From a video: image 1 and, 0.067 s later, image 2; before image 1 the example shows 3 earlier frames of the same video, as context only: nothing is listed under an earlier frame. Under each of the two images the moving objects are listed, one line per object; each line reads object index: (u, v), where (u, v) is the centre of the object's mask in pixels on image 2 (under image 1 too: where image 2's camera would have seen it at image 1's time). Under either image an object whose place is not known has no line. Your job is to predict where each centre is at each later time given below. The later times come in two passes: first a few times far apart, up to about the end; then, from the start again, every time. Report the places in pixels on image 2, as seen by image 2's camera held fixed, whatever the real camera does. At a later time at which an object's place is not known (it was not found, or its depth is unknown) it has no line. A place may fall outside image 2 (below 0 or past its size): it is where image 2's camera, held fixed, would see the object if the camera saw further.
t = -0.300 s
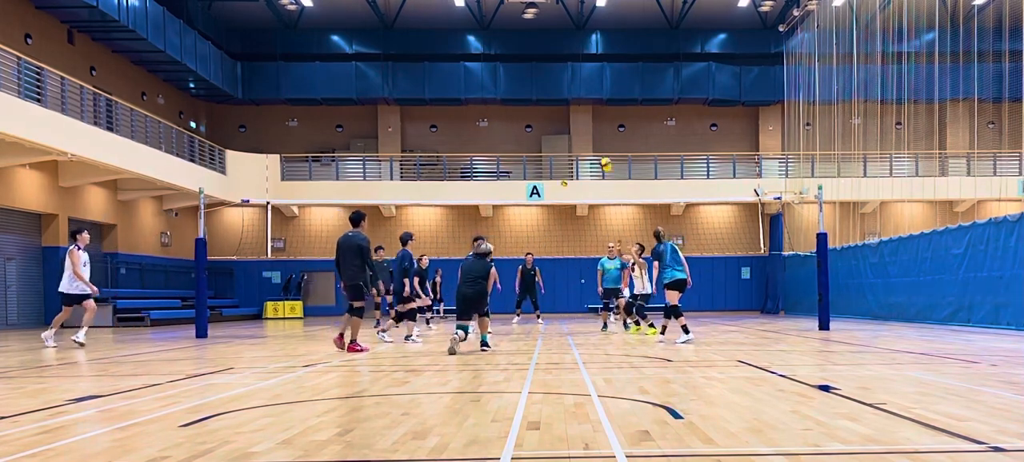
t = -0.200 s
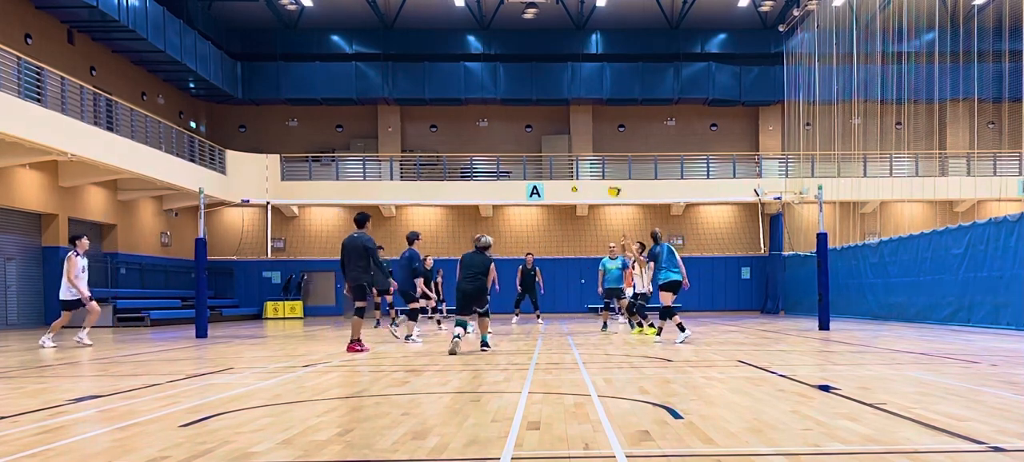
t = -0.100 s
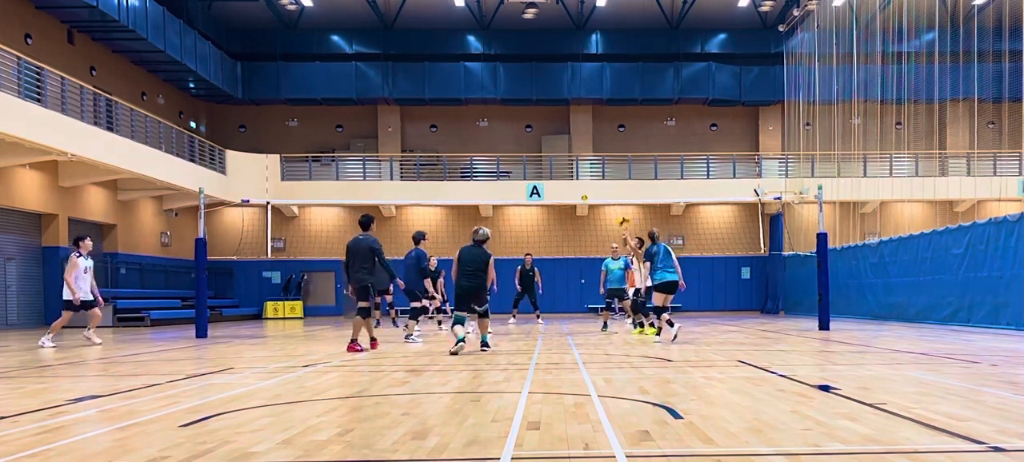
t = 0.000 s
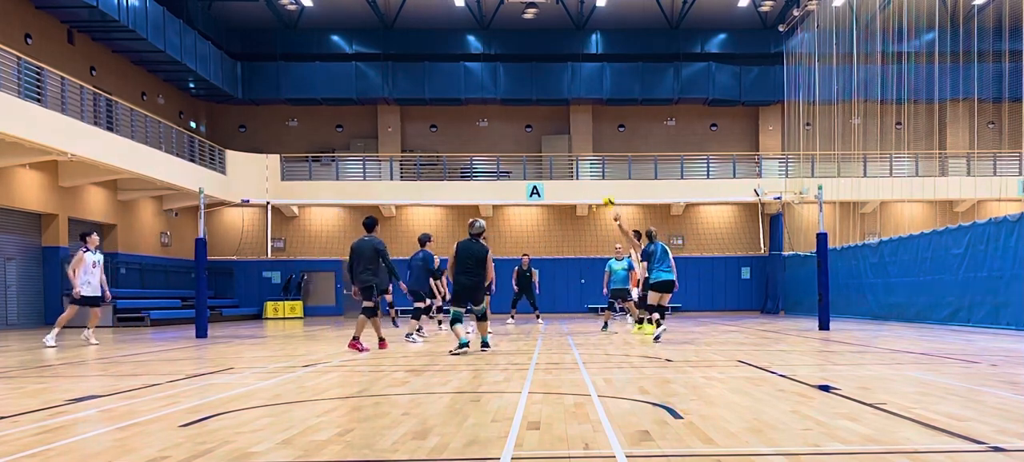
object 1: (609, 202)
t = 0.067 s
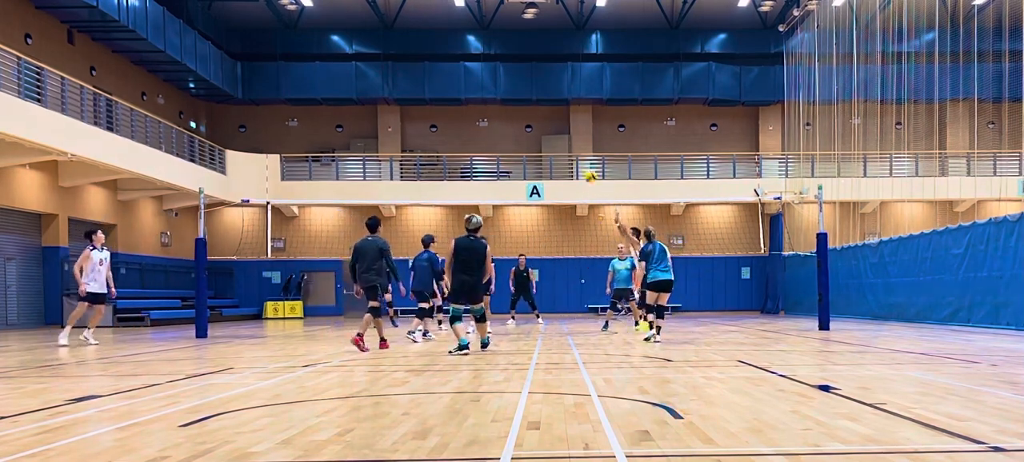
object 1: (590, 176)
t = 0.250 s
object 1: (542, 122)
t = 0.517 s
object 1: (475, 76)
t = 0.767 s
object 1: (415, 72)
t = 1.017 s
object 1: (358, 106)
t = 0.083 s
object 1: (586, 171)
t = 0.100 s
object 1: (581, 164)
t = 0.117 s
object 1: (576, 159)
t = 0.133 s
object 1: (572, 154)
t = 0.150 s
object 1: (568, 149)
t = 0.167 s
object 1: (563, 143)
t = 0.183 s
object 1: (559, 139)
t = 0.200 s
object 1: (555, 134)
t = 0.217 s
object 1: (550, 130)
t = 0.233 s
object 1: (546, 126)
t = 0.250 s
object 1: (542, 122)
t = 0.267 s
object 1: (538, 117)
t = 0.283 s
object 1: (533, 113)
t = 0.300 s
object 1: (529, 110)
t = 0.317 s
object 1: (525, 106)
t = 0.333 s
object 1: (520, 103)
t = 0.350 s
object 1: (516, 100)
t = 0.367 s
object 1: (512, 97)
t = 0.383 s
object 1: (508, 94)
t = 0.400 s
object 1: (504, 91)
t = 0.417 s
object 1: (500, 88)
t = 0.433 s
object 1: (496, 86)
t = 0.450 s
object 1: (492, 83)
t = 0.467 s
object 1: (488, 81)
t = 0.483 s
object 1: (484, 80)
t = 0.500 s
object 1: (479, 78)
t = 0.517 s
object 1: (475, 76)
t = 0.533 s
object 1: (471, 75)
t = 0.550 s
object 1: (467, 73)
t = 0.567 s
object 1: (463, 72)
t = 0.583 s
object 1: (459, 71)
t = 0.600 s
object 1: (455, 71)
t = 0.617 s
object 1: (451, 70)
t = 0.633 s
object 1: (447, 70)
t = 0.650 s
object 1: (443, 70)
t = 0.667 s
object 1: (439, 69)
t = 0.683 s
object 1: (435, 70)
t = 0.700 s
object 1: (431, 70)
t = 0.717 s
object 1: (427, 70)
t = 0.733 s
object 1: (423, 71)
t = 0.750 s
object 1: (419, 72)
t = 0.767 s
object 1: (415, 72)
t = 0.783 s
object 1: (411, 74)
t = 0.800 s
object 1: (407, 75)
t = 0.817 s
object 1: (404, 76)
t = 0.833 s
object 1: (400, 78)
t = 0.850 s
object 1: (396, 79)
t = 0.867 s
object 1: (392, 81)
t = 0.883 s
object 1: (388, 83)
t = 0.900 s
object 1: (384, 86)
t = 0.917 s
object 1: (380, 88)
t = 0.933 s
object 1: (377, 91)
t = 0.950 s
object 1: (373, 93)
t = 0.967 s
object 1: (369, 96)
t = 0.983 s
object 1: (365, 99)
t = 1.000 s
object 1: (361, 102)
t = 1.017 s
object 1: (358, 106)
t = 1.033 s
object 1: (354, 109)
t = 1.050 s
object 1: (350, 113)
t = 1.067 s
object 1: (346, 117)
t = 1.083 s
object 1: (343, 121)
